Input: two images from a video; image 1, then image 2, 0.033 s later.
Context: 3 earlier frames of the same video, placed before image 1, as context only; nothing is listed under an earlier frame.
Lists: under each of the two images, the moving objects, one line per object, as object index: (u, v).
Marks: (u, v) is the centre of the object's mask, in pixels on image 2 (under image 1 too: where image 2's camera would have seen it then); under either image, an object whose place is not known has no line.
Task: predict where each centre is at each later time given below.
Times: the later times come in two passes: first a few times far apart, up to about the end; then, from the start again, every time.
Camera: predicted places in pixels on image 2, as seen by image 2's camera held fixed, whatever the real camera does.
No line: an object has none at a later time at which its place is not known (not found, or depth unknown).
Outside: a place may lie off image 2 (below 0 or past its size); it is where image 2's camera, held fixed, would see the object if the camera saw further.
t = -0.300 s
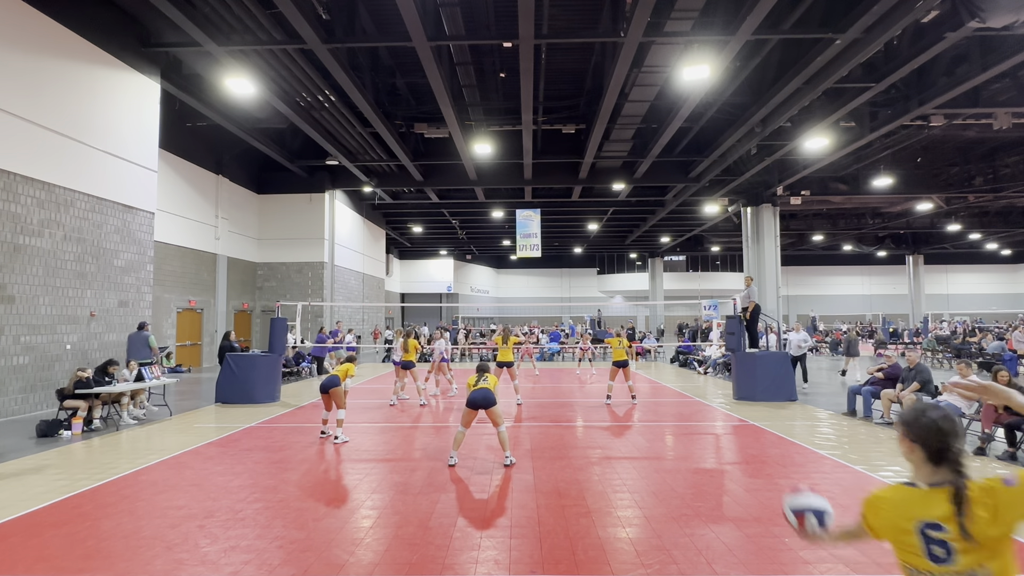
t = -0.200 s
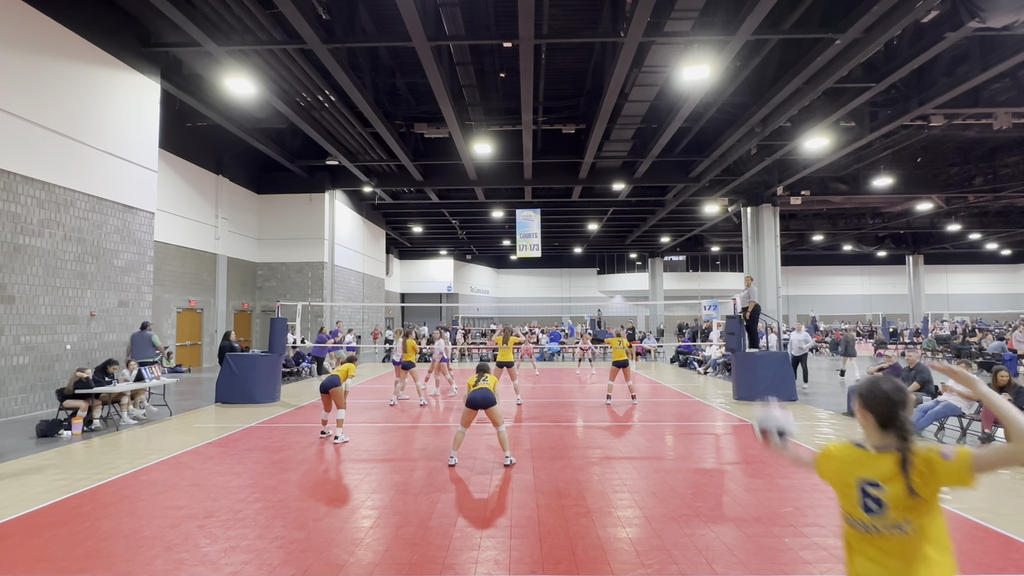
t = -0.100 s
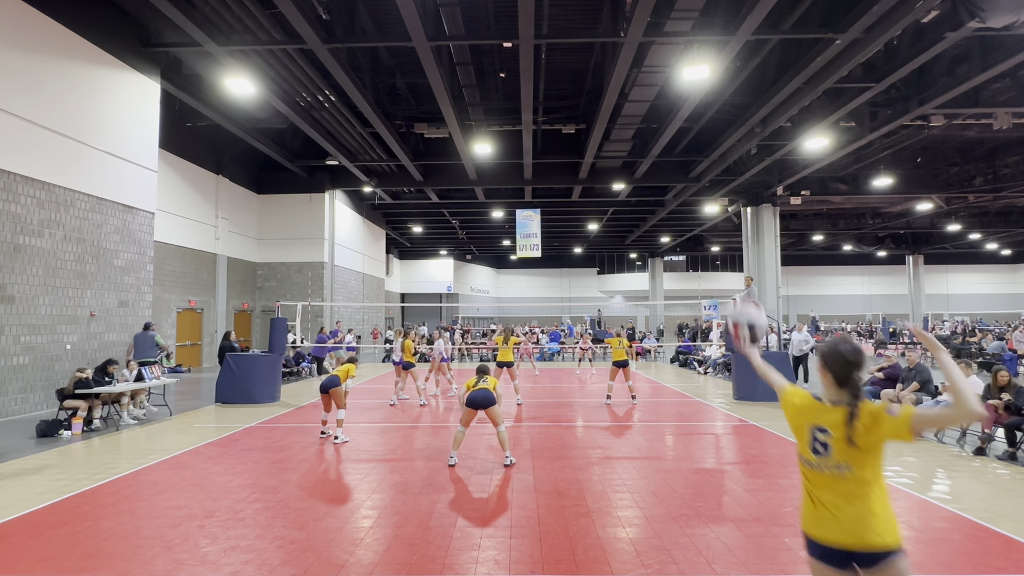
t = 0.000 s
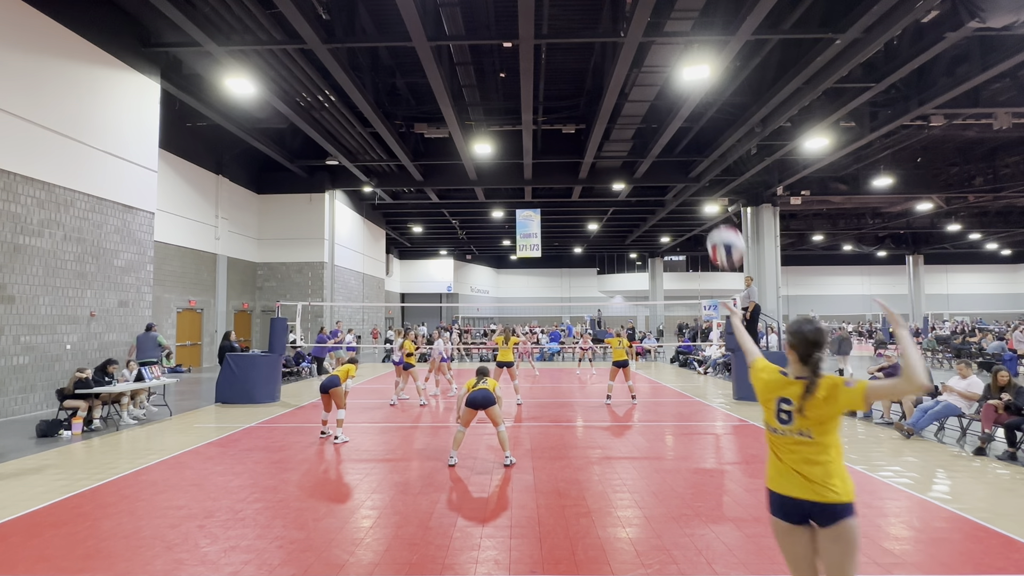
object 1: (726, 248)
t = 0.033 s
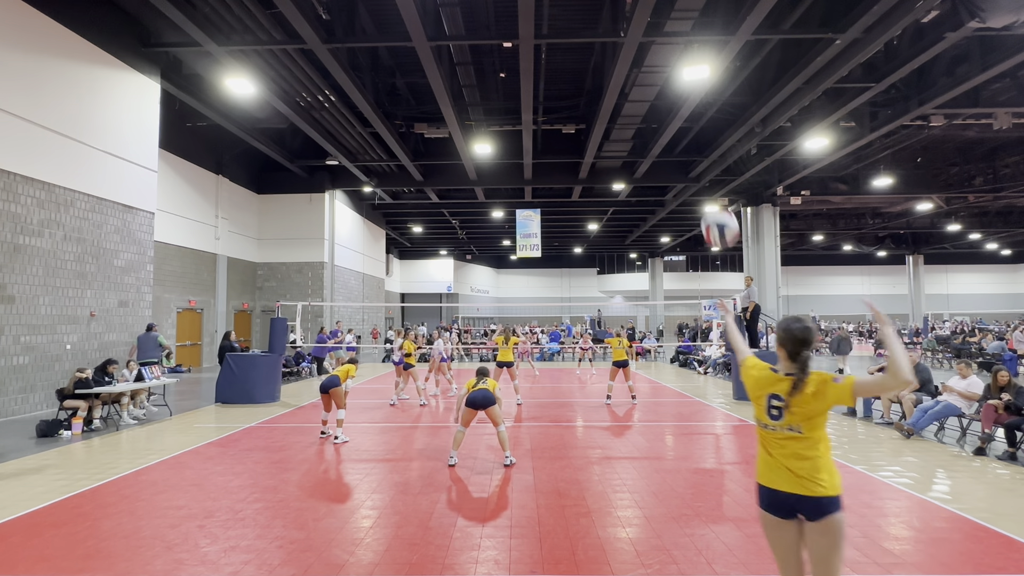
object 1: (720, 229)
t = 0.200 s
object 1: (693, 169)
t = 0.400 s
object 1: (668, 160)
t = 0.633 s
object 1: (646, 211)
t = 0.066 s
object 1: (714, 212)
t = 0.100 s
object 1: (709, 198)
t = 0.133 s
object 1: (703, 186)
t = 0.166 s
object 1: (698, 177)
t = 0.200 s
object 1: (693, 169)
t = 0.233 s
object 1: (688, 164)
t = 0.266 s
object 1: (684, 160)
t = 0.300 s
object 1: (680, 158)
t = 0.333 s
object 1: (676, 157)
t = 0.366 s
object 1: (672, 158)
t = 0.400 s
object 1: (668, 160)
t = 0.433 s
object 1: (664, 163)
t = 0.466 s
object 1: (661, 168)
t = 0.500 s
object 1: (658, 174)
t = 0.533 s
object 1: (655, 182)
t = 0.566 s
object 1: (651, 190)
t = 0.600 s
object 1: (648, 200)
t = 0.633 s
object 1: (646, 211)
